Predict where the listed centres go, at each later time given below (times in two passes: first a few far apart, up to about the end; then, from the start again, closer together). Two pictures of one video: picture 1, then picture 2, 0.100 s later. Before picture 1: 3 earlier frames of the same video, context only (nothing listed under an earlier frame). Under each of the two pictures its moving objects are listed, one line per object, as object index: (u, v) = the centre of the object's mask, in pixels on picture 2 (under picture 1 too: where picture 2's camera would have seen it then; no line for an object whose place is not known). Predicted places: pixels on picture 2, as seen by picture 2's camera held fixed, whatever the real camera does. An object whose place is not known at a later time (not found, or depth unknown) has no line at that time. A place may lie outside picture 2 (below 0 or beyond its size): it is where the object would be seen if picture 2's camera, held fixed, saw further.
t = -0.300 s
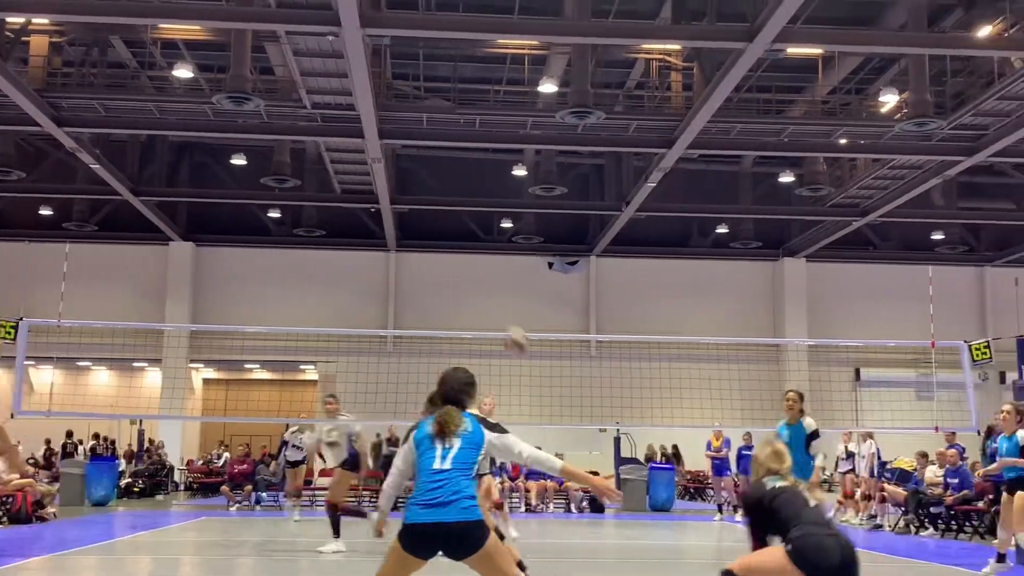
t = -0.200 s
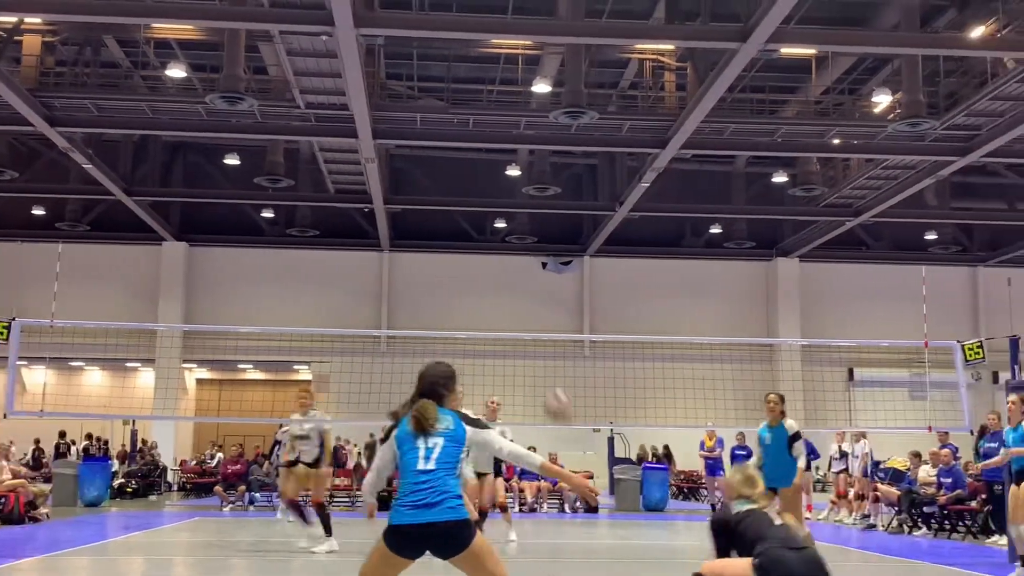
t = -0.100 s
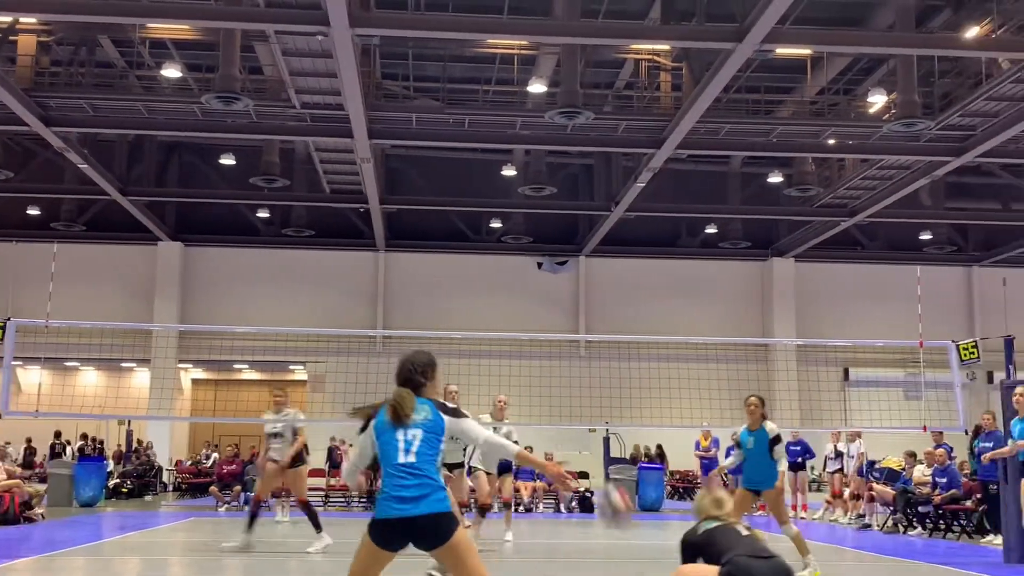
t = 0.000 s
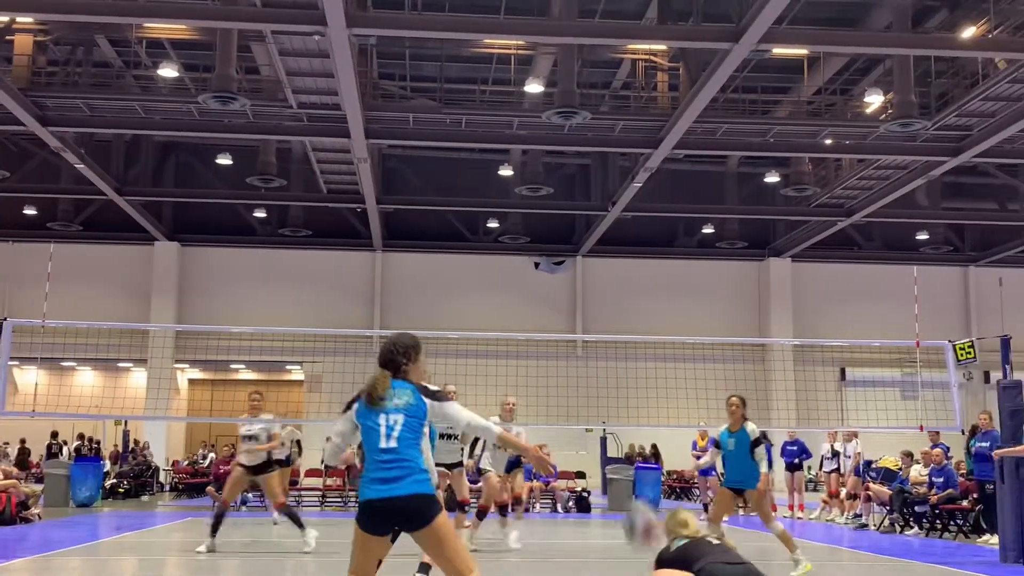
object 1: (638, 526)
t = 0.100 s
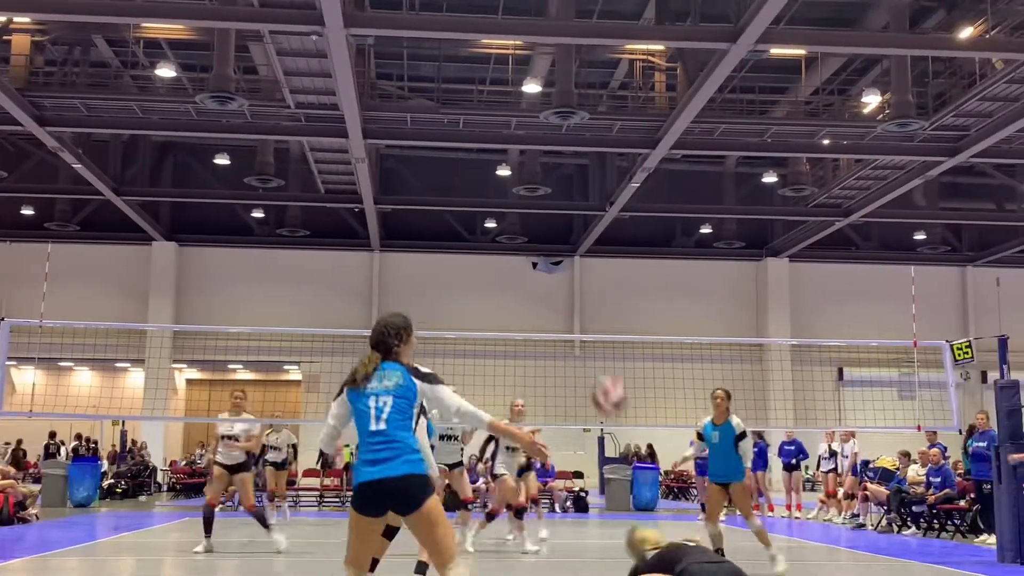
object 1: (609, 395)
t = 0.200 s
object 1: (583, 293)
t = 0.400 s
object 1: (537, 160)
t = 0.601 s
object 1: (498, 91)
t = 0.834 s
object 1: (452, 85)
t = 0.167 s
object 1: (591, 326)
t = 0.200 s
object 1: (583, 293)
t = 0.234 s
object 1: (573, 266)
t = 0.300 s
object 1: (559, 219)
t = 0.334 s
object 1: (551, 197)
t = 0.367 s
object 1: (544, 177)
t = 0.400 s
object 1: (537, 160)
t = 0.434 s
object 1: (530, 144)
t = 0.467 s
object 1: (524, 130)
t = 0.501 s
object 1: (517, 118)
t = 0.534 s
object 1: (510, 107)
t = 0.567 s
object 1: (504, 98)
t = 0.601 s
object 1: (498, 91)
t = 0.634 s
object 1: (491, 85)
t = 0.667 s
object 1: (485, 82)
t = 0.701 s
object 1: (479, 79)
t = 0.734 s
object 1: (472, 78)
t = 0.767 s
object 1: (465, 79)
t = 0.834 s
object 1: (452, 85)
